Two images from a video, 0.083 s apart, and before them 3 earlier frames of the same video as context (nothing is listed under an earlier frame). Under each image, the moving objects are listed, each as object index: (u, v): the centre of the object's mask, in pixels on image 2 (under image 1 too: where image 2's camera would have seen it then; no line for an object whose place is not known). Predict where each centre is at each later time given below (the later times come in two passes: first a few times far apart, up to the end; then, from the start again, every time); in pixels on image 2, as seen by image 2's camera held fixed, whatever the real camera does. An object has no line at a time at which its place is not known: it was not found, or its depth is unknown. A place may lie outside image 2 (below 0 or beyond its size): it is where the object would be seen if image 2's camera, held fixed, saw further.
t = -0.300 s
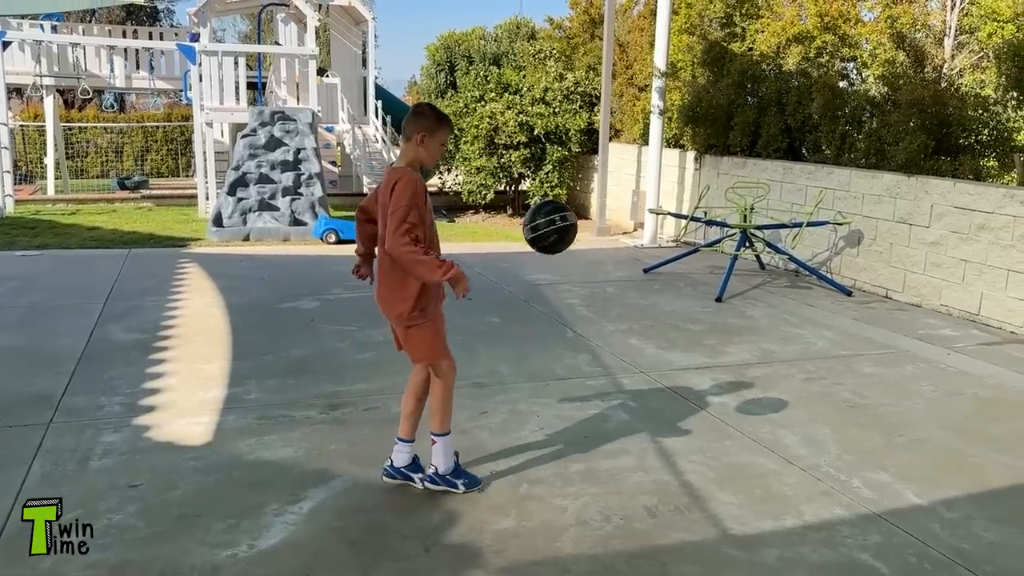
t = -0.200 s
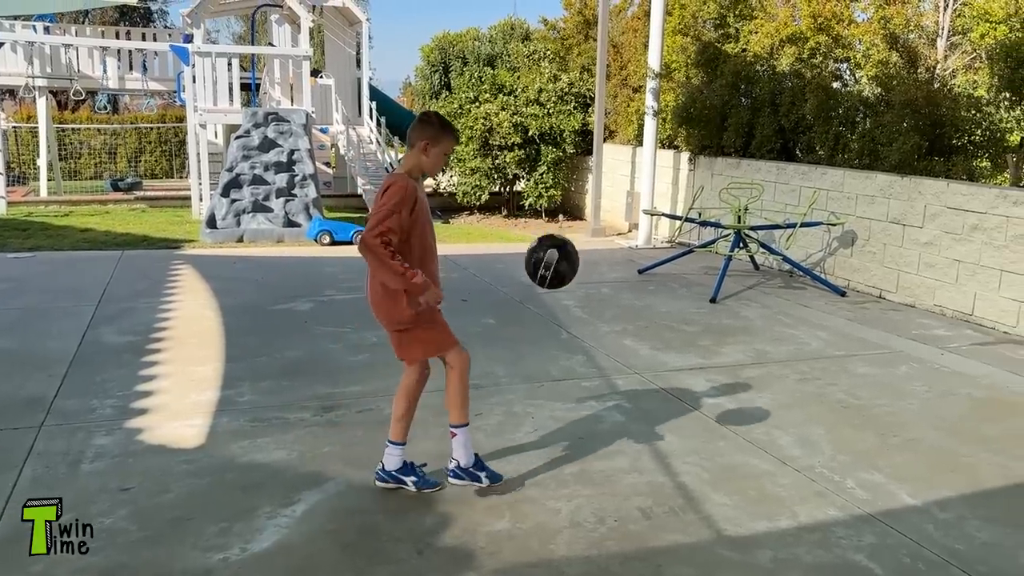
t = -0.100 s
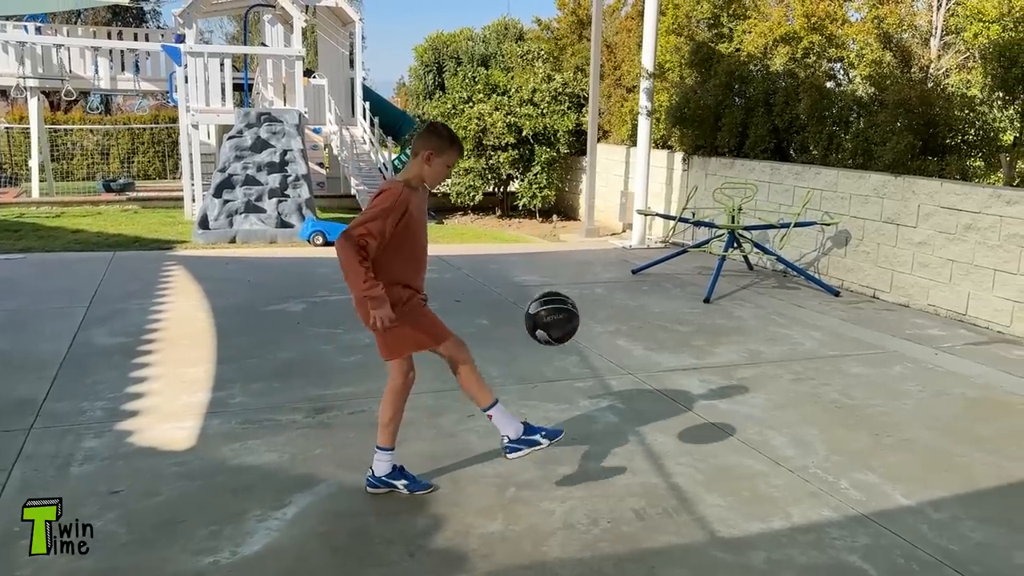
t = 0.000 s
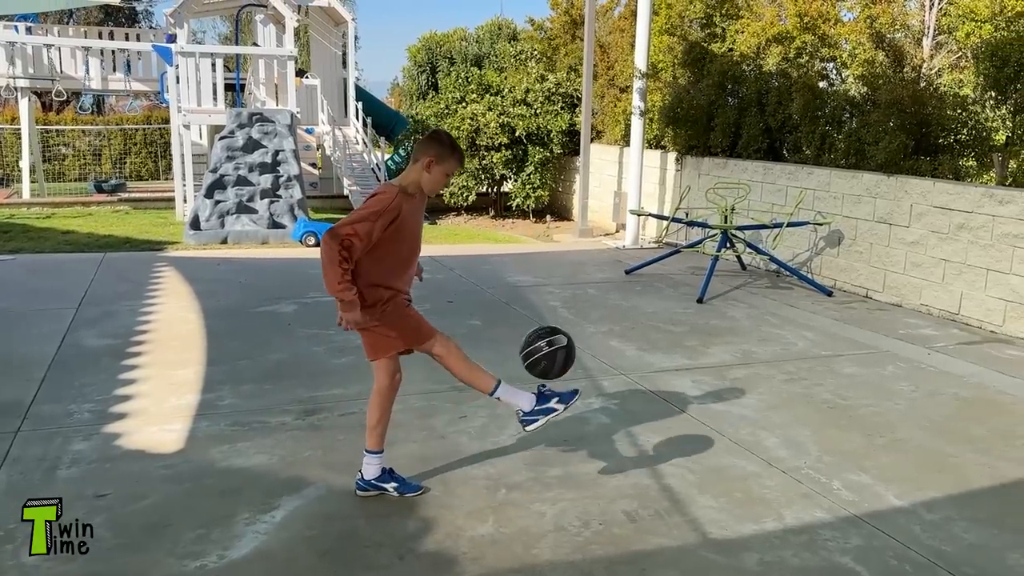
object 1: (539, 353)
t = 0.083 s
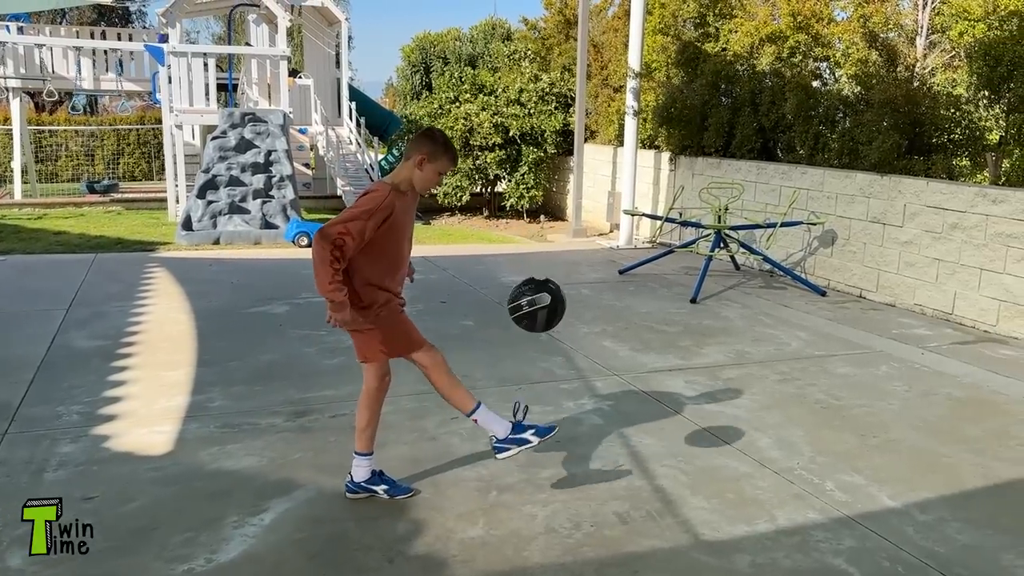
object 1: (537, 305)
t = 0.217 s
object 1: (531, 257)
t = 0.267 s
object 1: (527, 250)
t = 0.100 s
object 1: (536, 296)
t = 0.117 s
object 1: (536, 288)
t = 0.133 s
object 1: (535, 282)
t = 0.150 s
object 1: (534, 275)
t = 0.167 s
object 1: (533, 270)
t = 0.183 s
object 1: (532, 264)
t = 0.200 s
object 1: (532, 260)
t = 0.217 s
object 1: (531, 257)
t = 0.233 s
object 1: (530, 254)
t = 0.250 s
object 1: (528, 252)
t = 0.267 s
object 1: (527, 250)
